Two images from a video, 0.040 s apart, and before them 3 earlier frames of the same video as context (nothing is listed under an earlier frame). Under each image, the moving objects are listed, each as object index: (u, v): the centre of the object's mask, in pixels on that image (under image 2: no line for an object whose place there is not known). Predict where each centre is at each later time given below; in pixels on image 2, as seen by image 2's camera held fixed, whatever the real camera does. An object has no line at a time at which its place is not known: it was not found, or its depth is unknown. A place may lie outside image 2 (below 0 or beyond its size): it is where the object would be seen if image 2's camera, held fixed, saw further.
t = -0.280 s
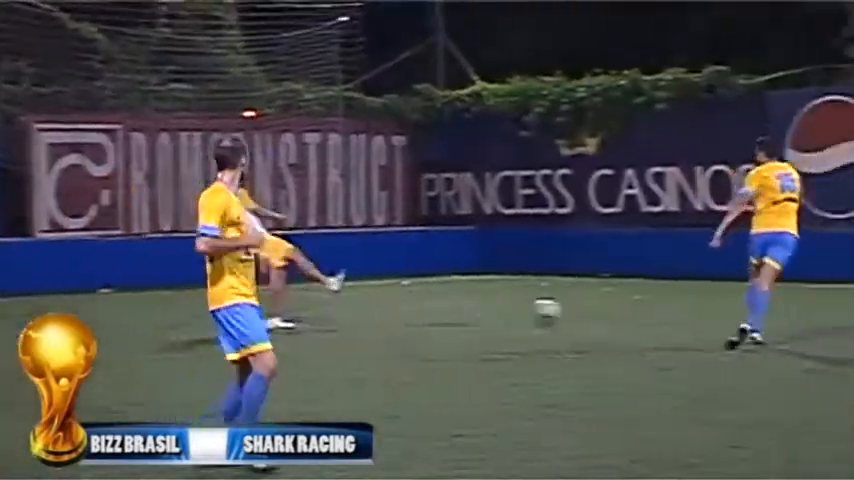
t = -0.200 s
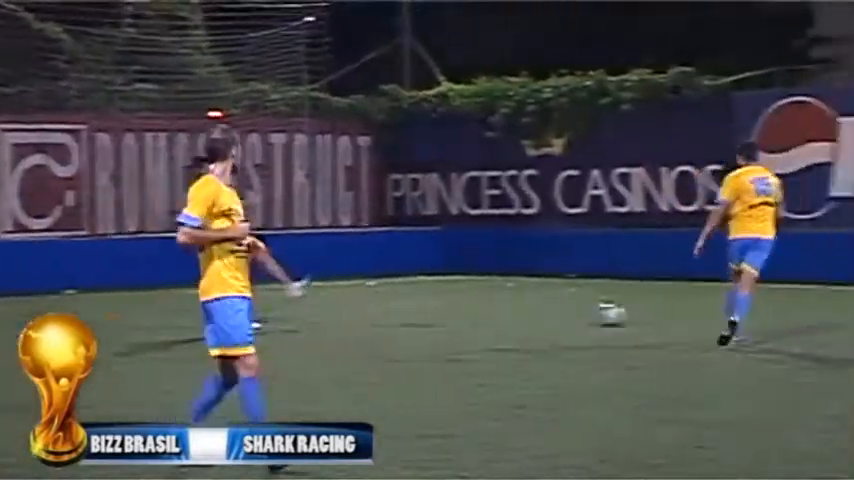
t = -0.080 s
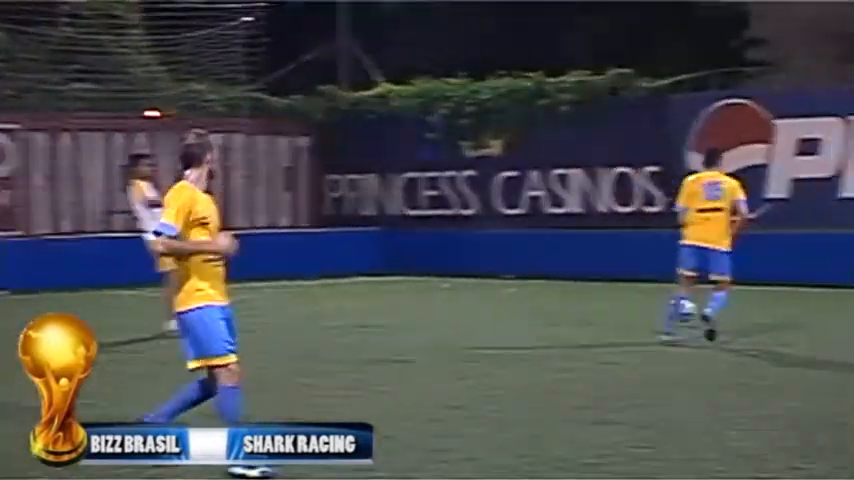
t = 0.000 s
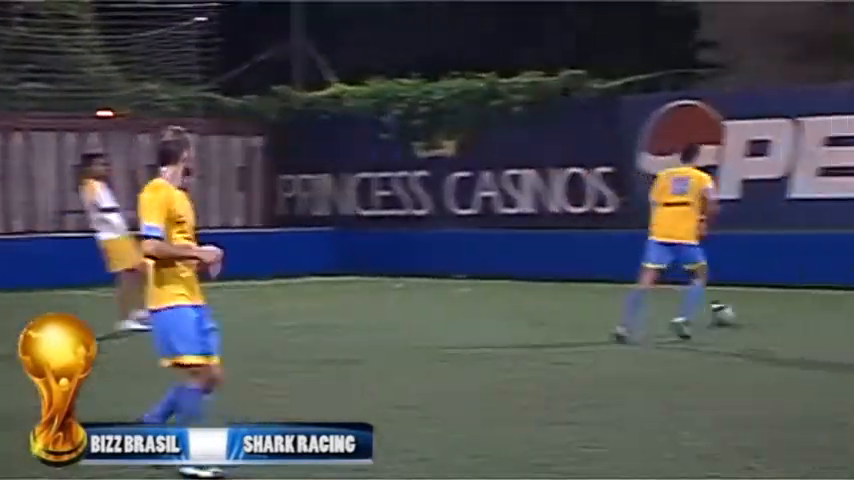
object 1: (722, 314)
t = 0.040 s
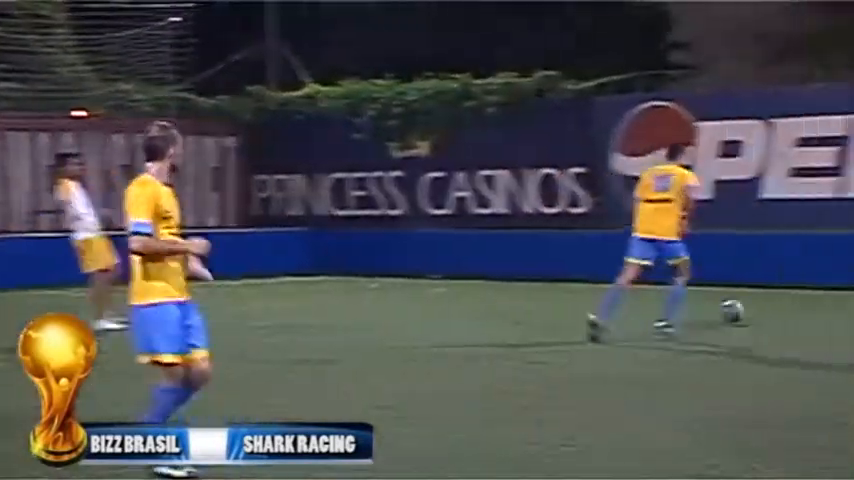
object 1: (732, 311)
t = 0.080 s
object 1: (768, 309)
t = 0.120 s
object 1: (806, 309)
